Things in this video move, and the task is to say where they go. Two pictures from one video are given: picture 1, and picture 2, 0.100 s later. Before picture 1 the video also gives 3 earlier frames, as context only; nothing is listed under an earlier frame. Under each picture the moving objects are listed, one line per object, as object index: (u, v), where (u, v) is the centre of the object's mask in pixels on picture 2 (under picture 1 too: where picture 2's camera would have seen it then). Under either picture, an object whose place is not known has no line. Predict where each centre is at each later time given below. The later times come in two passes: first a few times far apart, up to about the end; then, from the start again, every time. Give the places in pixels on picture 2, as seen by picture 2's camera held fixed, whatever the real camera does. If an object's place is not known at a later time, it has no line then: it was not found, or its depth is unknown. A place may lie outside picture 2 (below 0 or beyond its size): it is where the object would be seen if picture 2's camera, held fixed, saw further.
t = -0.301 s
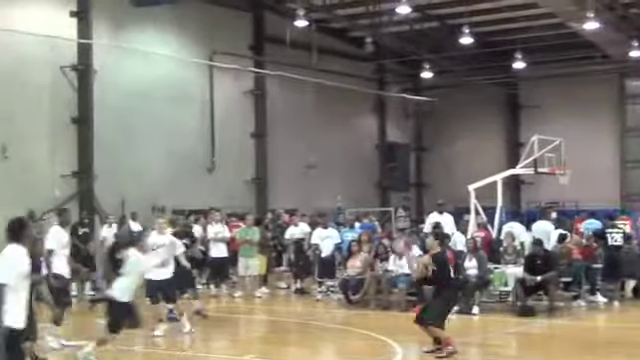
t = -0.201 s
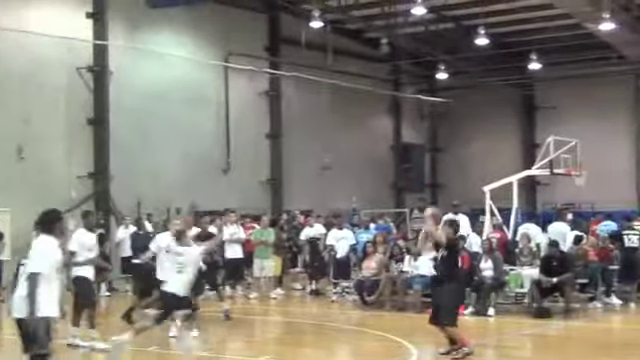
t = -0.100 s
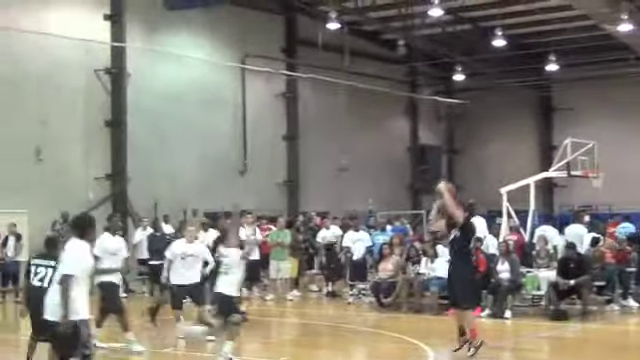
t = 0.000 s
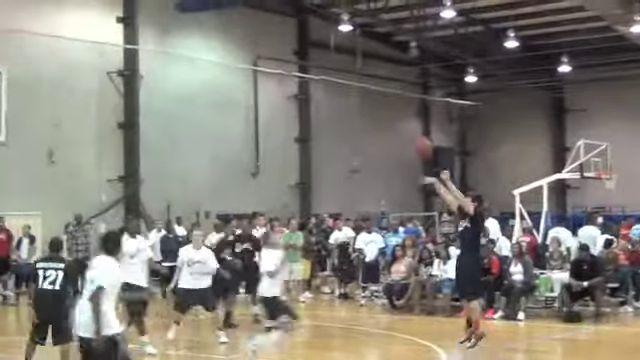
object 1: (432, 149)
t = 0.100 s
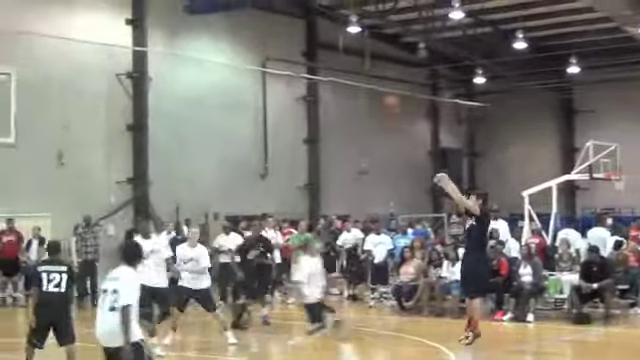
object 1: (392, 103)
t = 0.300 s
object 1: (309, 42)
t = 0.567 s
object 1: (204, 6)
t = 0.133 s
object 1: (373, 86)
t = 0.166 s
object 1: (362, 78)
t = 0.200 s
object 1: (349, 67)
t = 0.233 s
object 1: (335, 56)
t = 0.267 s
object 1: (321, 50)
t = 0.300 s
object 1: (309, 42)
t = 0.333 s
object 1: (296, 33)
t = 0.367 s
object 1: (283, 26)
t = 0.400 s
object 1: (269, 18)
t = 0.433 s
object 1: (253, 15)
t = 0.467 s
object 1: (241, 11)
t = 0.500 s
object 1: (228, 9)
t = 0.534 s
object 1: (216, 7)
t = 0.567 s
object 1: (204, 6)
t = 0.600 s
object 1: (193, 5)
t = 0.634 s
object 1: (182, 6)
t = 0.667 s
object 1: (166, 8)
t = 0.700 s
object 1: (156, 12)
